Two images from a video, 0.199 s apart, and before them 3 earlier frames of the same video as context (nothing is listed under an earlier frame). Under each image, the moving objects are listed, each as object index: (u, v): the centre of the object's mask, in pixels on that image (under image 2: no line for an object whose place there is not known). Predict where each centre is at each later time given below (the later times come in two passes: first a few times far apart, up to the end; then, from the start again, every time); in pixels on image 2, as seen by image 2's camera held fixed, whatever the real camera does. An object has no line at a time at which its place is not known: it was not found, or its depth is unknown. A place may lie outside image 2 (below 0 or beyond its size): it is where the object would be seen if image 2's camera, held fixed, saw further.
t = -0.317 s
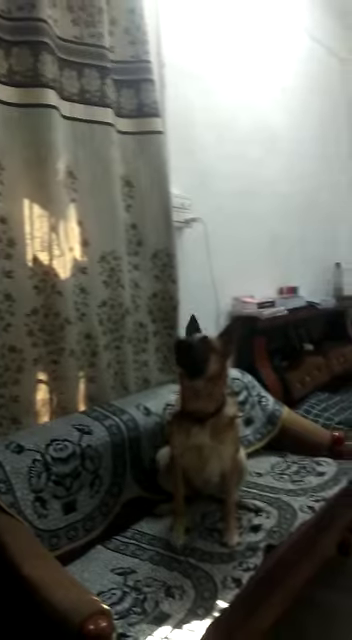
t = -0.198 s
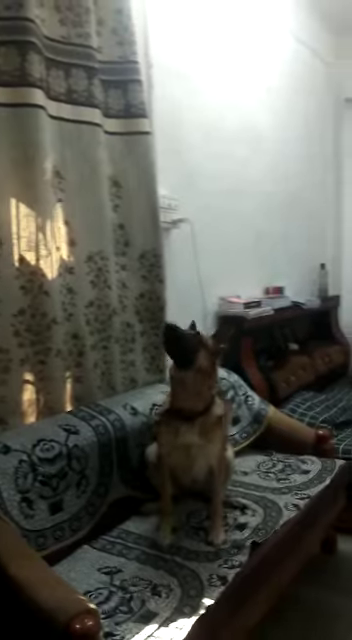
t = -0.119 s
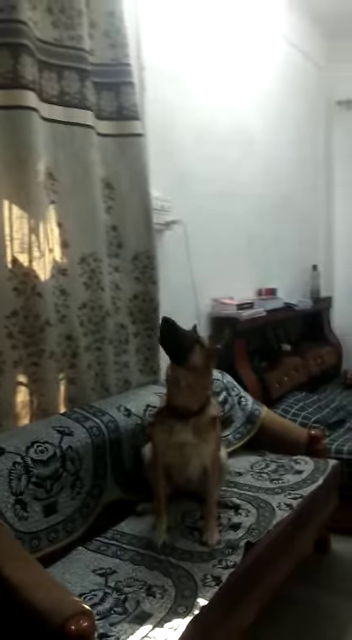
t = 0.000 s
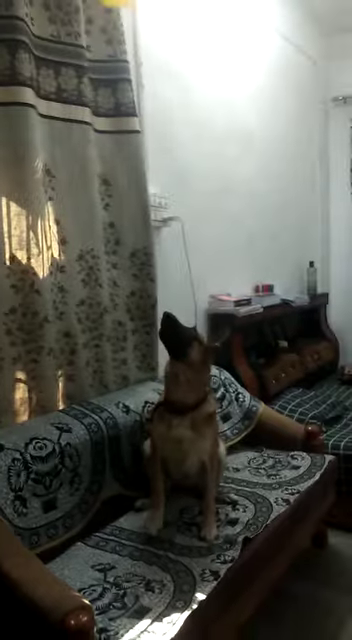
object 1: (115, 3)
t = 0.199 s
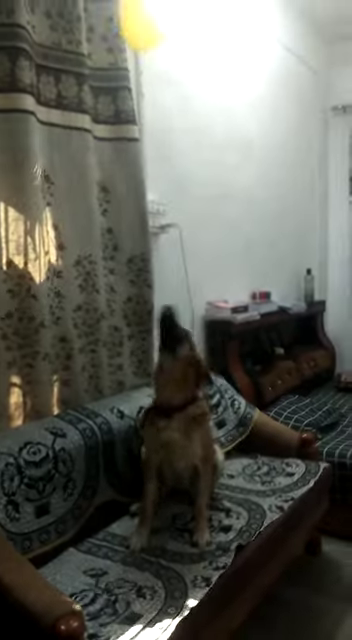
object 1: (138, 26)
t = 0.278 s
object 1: (148, 43)
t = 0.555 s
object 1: (176, 105)
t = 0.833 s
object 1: (189, 175)
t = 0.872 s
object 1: (191, 186)
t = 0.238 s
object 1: (142, 31)
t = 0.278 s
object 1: (148, 43)
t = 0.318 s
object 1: (153, 52)
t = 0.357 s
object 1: (160, 61)
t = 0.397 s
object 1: (164, 69)
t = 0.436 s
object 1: (168, 77)
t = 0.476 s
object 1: (171, 87)
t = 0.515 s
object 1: (173, 97)
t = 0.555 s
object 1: (176, 105)
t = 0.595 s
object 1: (178, 116)
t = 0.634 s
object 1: (179, 124)
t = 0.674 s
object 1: (182, 132)
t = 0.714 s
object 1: (184, 143)
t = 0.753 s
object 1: (185, 153)
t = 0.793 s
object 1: (188, 164)
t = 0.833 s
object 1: (189, 175)
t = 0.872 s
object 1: (191, 186)
